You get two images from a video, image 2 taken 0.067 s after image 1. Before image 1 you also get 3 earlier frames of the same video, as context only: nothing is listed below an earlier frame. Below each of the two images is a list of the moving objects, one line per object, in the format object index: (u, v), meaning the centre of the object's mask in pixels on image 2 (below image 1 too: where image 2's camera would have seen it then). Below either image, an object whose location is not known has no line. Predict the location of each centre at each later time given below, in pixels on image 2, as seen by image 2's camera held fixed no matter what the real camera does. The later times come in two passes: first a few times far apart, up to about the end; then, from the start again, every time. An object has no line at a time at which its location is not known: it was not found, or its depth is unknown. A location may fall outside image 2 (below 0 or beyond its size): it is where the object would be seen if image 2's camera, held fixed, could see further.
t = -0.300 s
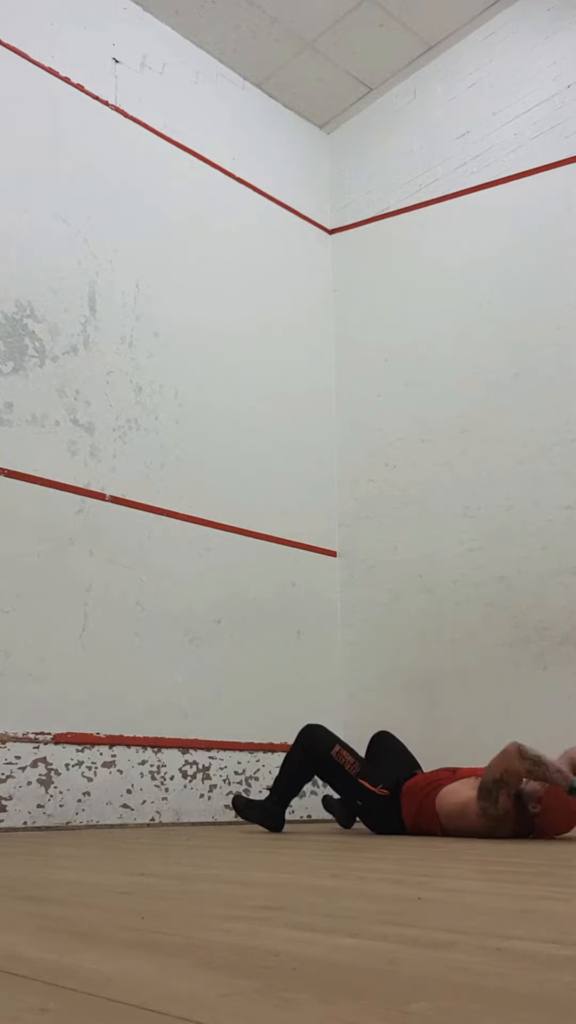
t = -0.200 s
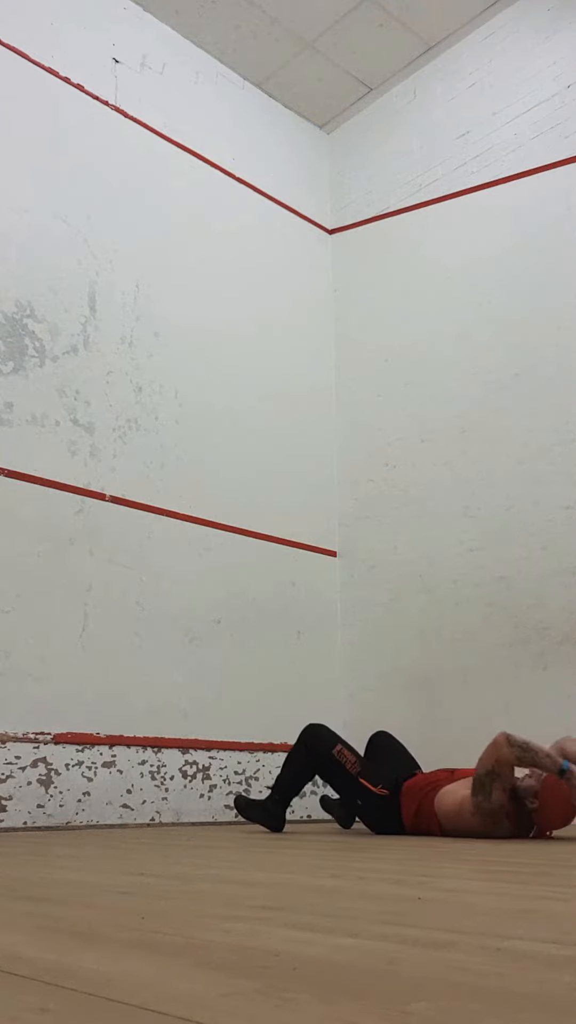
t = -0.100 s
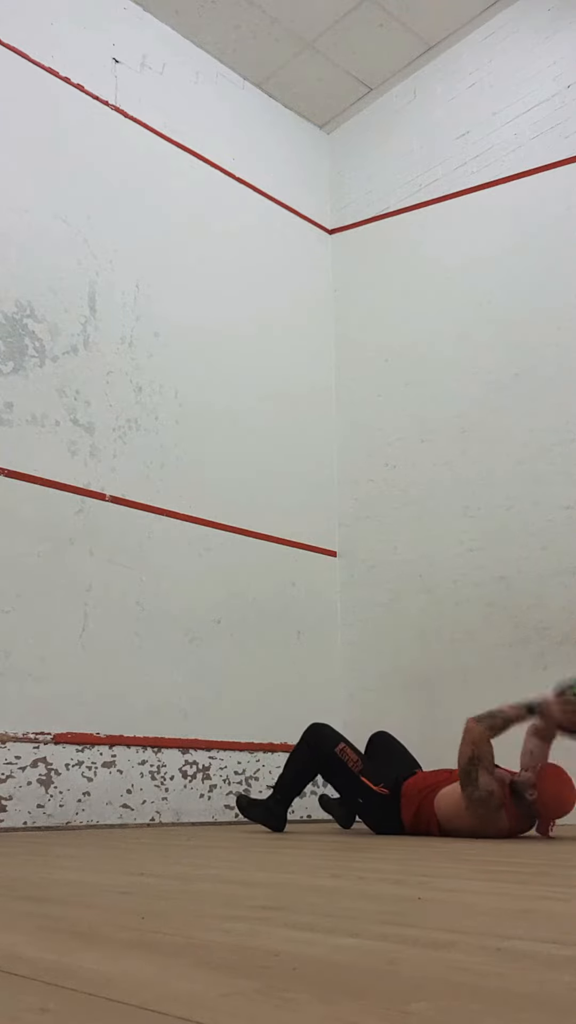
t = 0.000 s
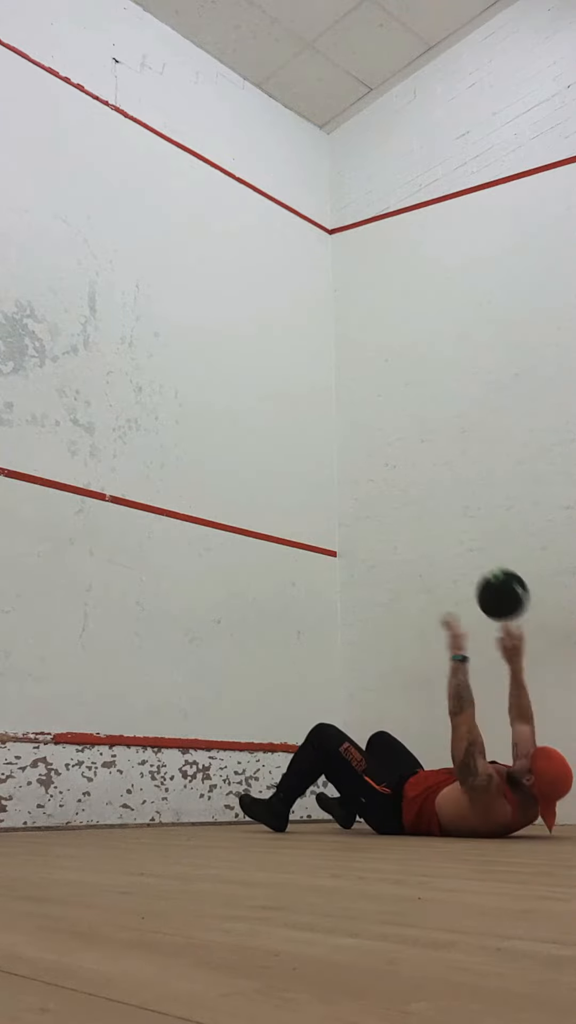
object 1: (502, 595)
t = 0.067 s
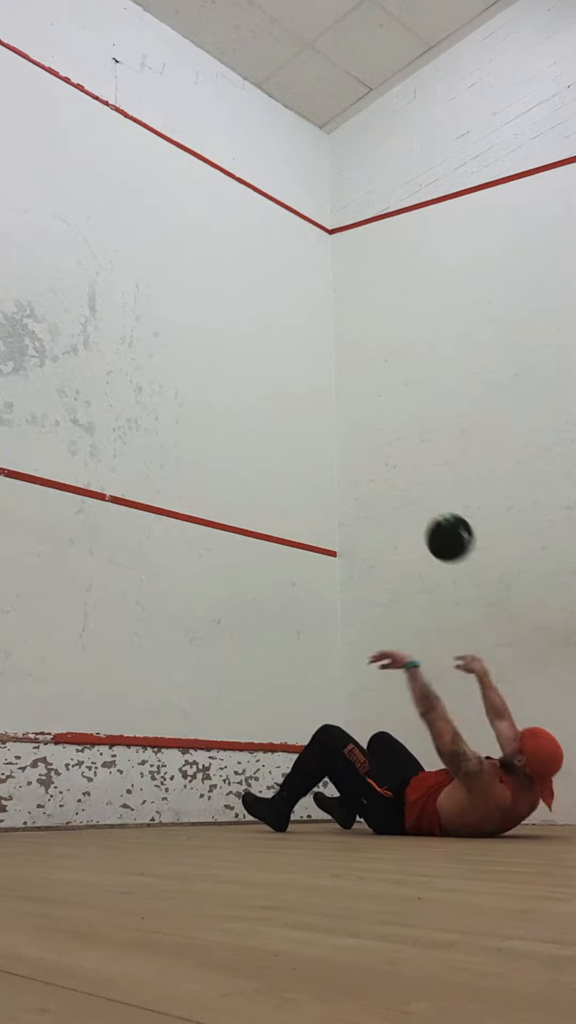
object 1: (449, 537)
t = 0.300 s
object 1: (312, 442)
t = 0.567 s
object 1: (200, 456)
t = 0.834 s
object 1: (256, 504)
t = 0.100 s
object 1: (426, 515)
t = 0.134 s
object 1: (404, 497)
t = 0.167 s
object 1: (384, 481)
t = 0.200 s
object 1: (364, 467)
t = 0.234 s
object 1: (345, 456)
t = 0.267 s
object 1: (328, 448)
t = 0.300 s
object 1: (312, 442)
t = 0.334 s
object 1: (296, 437)
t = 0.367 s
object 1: (280, 435)
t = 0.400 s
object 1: (266, 435)
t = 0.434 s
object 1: (252, 436)
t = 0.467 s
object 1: (238, 439)
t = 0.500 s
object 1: (225, 443)
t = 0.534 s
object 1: (213, 448)
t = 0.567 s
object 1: (200, 456)
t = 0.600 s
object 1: (187, 464)
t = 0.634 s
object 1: (195, 465)
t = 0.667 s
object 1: (205, 467)
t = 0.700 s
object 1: (215, 471)
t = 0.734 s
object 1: (224, 476)
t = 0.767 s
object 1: (235, 484)
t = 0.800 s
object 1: (245, 493)
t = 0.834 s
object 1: (256, 504)
